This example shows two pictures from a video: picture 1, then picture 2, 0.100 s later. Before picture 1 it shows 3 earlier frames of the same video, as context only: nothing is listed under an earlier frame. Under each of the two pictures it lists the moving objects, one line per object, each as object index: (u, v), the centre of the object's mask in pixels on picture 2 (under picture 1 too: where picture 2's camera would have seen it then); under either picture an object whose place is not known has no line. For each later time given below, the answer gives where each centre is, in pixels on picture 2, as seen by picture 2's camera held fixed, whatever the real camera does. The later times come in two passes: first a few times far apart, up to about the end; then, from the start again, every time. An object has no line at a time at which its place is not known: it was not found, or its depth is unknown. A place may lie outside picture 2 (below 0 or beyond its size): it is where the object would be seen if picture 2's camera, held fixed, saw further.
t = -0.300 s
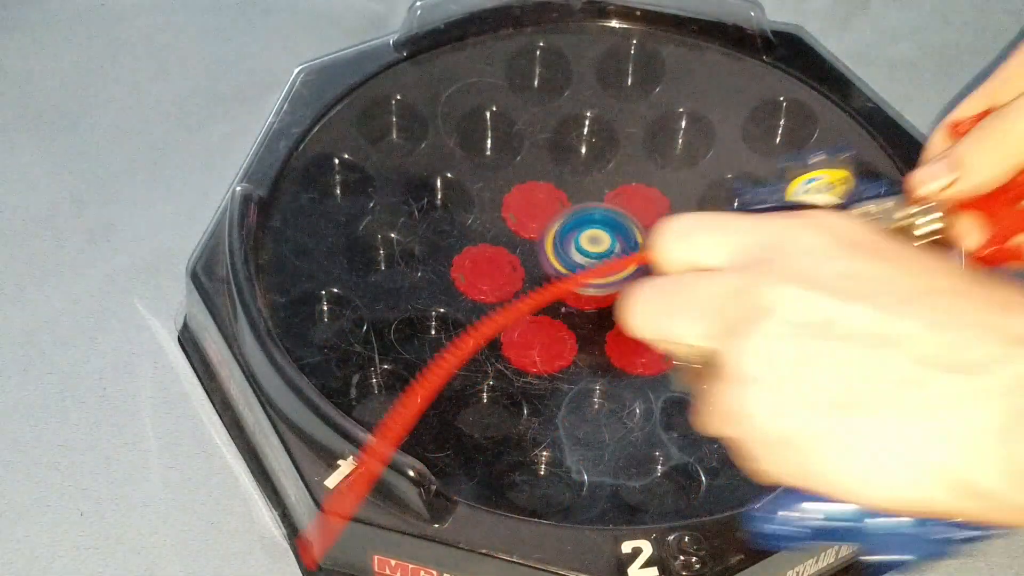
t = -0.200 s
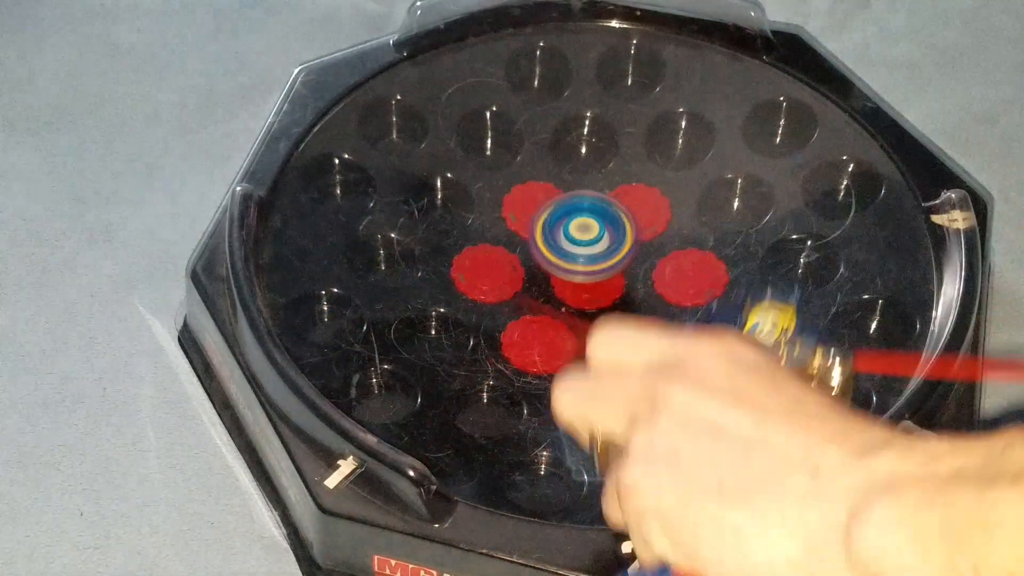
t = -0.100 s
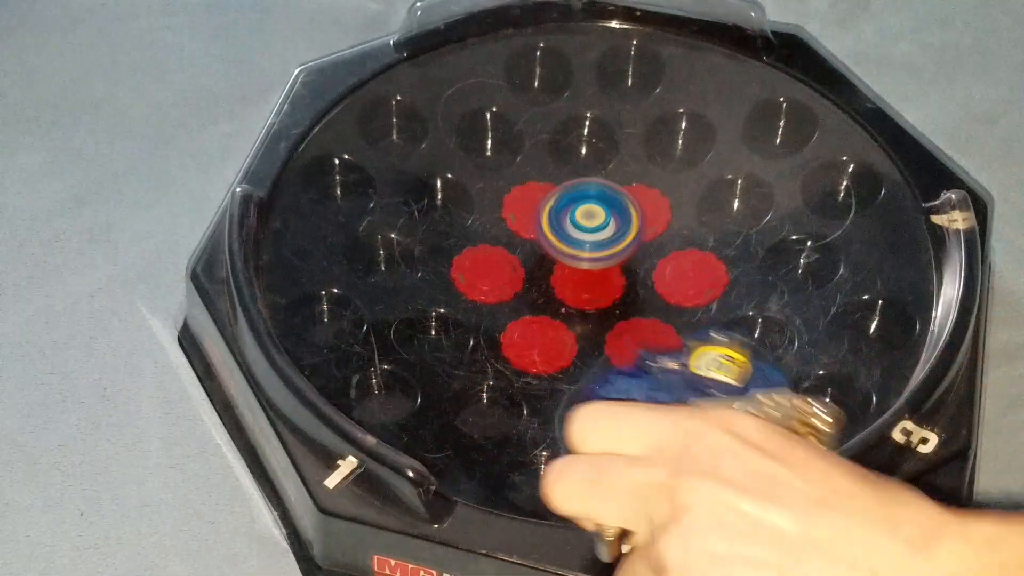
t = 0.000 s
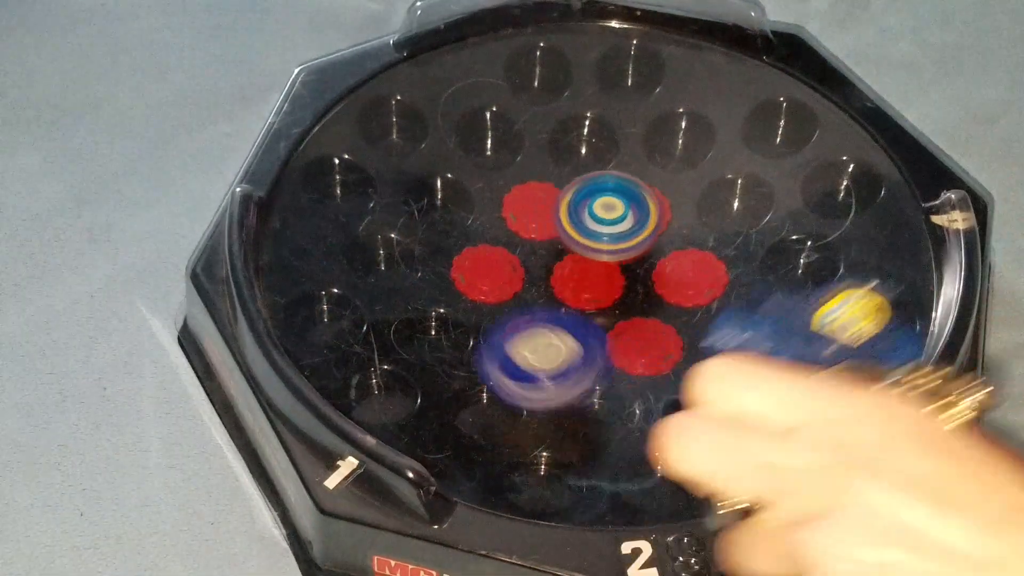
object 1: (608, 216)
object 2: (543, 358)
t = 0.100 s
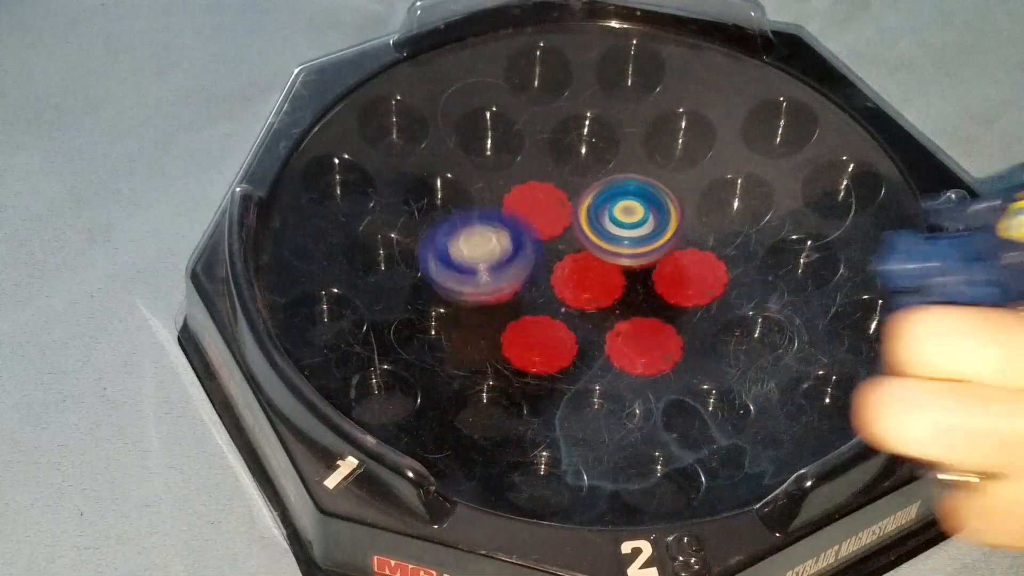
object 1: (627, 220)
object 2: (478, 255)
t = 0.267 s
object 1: (635, 241)
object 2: (532, 87)
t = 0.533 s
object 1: (604, 249)
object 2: (879, 118)
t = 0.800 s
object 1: (614, 226)
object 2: (762, 305)
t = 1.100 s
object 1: (648, 231)
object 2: (506, 161)
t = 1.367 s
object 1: (630, 249)
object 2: (655, 41)
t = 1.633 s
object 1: (615, 222)
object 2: (779, 230)
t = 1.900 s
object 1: (650, 219)
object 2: (473, 333)
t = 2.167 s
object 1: (637, 242)
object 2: (400, 116)
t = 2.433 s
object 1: (612, 222)
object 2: (642, 55)
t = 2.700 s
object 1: (630, 209)
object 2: (788, 267)
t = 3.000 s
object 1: (642, 232)
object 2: (481, 365)
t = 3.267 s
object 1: (607, 237)
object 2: (442, 176)
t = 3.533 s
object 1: (600, 230)
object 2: (690, 152)
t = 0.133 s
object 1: (632, 224)
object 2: (471, 221)
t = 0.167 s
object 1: (635, 228)
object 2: (467, 187)
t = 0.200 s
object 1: (636, 232)
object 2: (478, 151)
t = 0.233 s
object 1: (636, 237)
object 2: (497, 118)
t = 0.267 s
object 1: (635, 241)
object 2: (532, 87)
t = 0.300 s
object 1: (633, 245)
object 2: (570, 62)
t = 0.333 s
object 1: (629, 248)
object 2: (616, 40)
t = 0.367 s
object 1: (625, 250)
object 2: (665, 39)
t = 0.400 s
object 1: (620, 252)
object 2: (712, 57)
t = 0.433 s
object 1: (615, 252)
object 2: (756, 72)
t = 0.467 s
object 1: (611, 252)
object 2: (800, 87)
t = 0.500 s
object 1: (607, 251)
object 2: (841, 100)
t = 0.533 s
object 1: (604, 249)
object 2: (879, 118)
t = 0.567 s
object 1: (601, 247)
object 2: (907, 143)
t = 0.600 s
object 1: (600, 244)
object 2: (908, 159)
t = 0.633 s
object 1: (600, 241)
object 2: (890, 185)
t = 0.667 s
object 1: (601, 238)
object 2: (872, 222)
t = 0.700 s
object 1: (603, 234)
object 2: (853, 245)
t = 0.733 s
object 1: (606, 231)
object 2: (829, 264)
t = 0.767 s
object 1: (609, 228)
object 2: (798, 286)
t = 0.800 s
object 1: (614, 226)
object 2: (762, 305)
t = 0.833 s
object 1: (618, 224)
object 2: (718, 315)
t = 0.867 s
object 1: (623, 223)
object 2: (669, 318)
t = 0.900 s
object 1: (627, 222)
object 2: (629, 316)
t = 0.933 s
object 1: (632, 222)
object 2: (584, 309)
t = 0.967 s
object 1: (637, 223)
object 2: (549, 289)
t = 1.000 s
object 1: (640, 224)
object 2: (522, 259)
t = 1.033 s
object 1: (644, 226)
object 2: (514, 224)
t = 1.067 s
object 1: (647, 228)
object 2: (512, 192)
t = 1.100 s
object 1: (648, 231)
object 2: (506, 161)
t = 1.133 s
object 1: (650, 234)
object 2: (502, 131)
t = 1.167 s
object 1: (649, 238)
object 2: (509, 99)
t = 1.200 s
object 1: (648, 242)
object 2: (523, 75)
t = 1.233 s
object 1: (645, 246)
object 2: (542, 52)
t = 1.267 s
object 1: (642, 248)
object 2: (562, 38)
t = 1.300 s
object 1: (638, 250)
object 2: (594, 37)
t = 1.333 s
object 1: (634, 250)
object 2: (622, 38)
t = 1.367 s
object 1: (630, 249)
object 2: (655, 41)
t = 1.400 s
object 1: (625, 247)
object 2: (689, 47)
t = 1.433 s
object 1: (620, 245)
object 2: (715, 59)
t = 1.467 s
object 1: (617, 242)
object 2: (738, 78)
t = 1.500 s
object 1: (614, 238)
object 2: (757, 104)
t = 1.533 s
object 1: (613, 235)
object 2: (771, 131)
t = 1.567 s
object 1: (613, 230)
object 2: (781, 159)
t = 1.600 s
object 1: (613, 226)
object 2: (785, 199)
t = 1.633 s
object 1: (615, 222)
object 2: (779, 230)
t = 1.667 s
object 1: (618, 218)
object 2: (763, 265)
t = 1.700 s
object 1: (622, 215)
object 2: (734, 295)
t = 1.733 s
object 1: (628, 213)
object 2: (698, 320)
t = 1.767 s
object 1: (633, 212)
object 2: (655, 341)
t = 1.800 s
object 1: (639, 213)
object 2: (615, 354)
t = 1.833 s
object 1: (644, 214)
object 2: (563, 359)
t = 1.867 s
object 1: (647, 216)
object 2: (521, 351)
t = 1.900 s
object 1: (650, 219)
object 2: (473, 333)
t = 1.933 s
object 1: (652, 222)
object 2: (439, 310)
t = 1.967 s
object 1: (653, 225)
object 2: (409, 283)
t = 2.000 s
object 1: (652, 228)
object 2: (388, 253)
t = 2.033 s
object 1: (652, 232)
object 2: (377, 221)
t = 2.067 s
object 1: (650, 236)
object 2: (376, 193)
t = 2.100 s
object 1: (647, 239)
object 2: (381, 165)
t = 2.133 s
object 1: (642, 241)
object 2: (388, 140)
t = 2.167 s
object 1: (637, 242)
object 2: (400, 116)
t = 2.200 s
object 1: (632, 242)
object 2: (420, 93)
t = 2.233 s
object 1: (626, 241)
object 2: (446, 75)
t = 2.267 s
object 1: (621, 239)
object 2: (474, 61)
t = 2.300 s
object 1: (617, 236)
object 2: (506, 51)
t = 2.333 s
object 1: (615, 233)
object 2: (538, 45)
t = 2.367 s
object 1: (613, 229)
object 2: (570, 44)
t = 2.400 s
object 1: (613, 226)
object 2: (606, 49)
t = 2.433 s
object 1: (612, 222)
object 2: (642, 55)
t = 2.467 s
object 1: (613, 219)
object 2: (676, 69)
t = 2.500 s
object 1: (615, 217)
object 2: (706, 87)
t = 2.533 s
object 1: (616, 214)
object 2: (733, 110)
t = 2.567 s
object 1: (619, 213)
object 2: (756, 137)
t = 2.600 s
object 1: (621, 211)
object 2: (775, 167)
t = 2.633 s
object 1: (623, 210)
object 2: (788, 202)
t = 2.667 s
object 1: (627, 209)
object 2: (793, 233)
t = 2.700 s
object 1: (630, 209)
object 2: (788, 267)
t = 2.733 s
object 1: (634, 209)
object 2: (773, 301)
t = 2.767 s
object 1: (637, 210)
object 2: (751, 332)
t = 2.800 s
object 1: (641, 212)
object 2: (721, 357)
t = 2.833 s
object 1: (644, 214)
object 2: (682, 372)
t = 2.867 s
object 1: (645, 217)
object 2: (637, 381)
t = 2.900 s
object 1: (646, 221)
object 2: (595, 390)
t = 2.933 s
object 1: (645, 225)
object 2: (553, 390)
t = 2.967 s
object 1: (644, 228)
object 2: (513, 381)
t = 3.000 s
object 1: (642, 232)
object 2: (481, 365)
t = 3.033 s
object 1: (639, 234)
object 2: (455, 344)
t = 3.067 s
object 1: (634, 236)
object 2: (435, 320)
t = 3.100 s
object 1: (630, 238)
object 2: (417, 298)
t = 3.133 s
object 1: (625, 239)
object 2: (402, 271)
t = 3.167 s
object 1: (620, 239)
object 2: (400, 244)
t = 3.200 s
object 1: (616, 239)
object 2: (409, 218)
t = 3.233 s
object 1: (612, 238)
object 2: (424, 196)
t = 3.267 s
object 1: (607, 237)
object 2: (442, 176)
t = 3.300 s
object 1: (604, 236)
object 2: (466, 156)
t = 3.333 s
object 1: (601, 234)
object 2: (491, 142)
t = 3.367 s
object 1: (598, 232)
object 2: (520, 133)
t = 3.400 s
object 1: (597, 231)
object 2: (557, 129)
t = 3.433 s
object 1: (597, 230)
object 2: (592, 129)
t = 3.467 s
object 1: (599, 230)
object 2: (628, 133)
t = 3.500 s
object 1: (600, 231)
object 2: (663, 141)
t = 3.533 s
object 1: (600, 230)
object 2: (690, 152)
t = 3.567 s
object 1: (599, 229)
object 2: (719, 172)
